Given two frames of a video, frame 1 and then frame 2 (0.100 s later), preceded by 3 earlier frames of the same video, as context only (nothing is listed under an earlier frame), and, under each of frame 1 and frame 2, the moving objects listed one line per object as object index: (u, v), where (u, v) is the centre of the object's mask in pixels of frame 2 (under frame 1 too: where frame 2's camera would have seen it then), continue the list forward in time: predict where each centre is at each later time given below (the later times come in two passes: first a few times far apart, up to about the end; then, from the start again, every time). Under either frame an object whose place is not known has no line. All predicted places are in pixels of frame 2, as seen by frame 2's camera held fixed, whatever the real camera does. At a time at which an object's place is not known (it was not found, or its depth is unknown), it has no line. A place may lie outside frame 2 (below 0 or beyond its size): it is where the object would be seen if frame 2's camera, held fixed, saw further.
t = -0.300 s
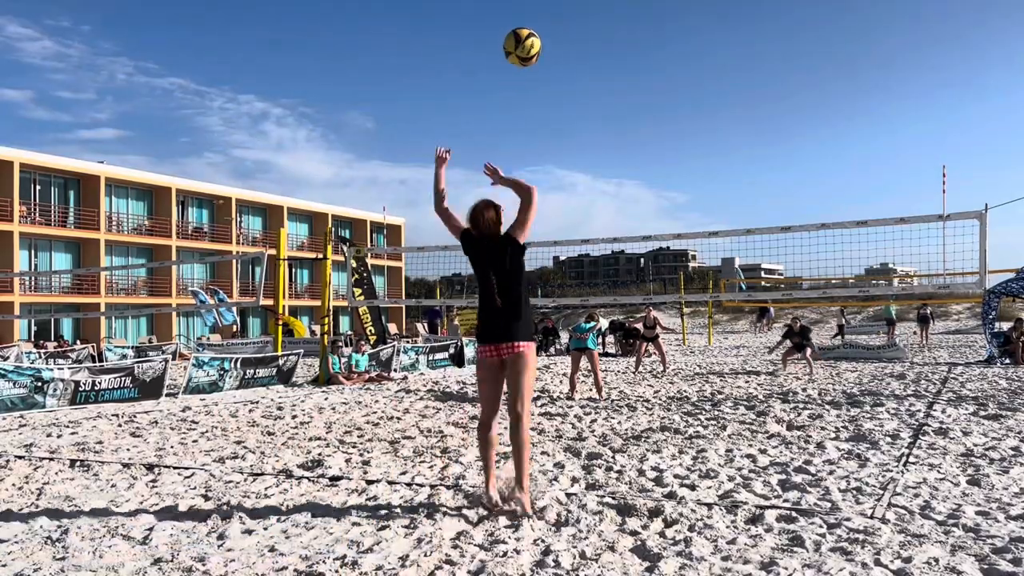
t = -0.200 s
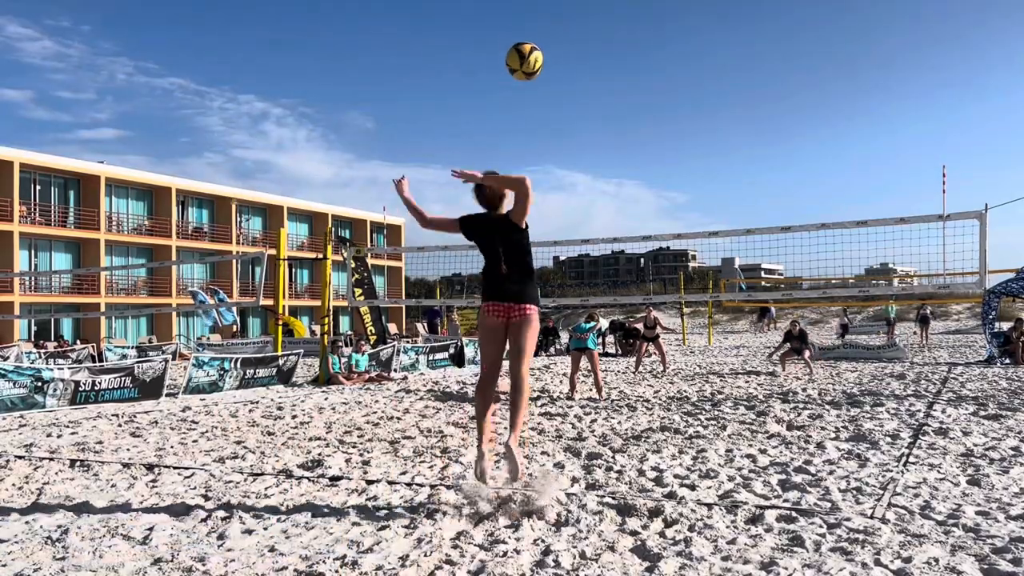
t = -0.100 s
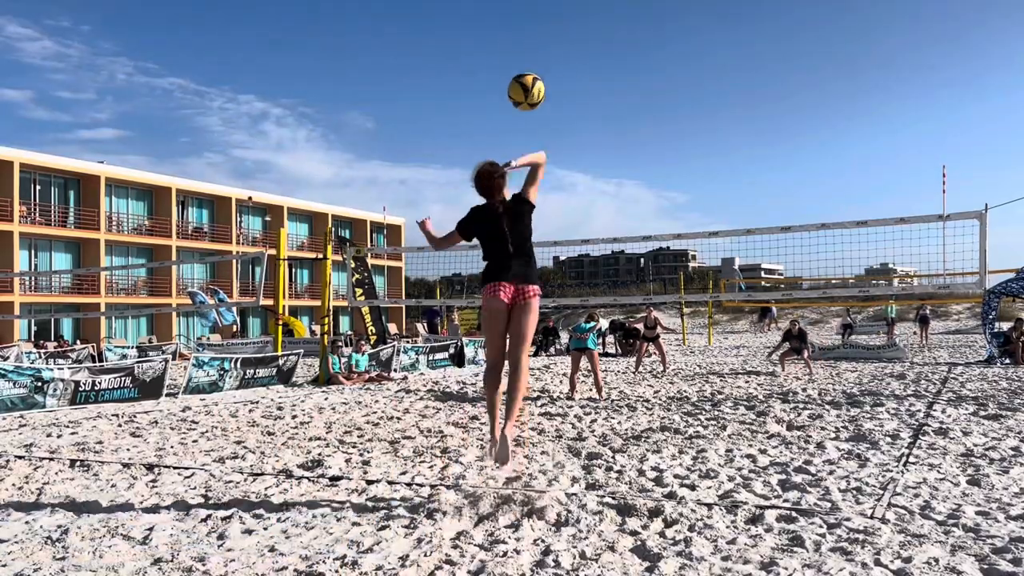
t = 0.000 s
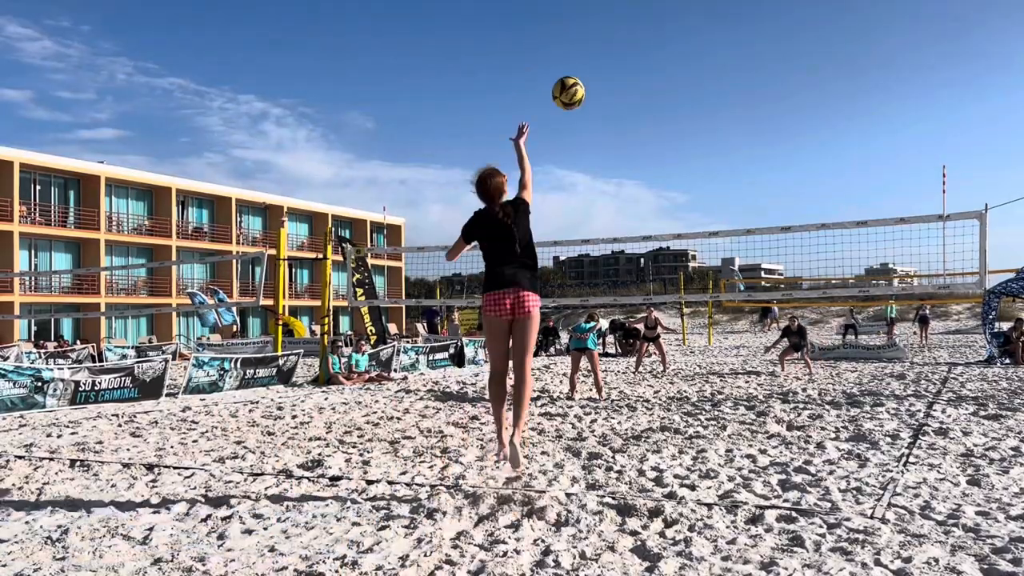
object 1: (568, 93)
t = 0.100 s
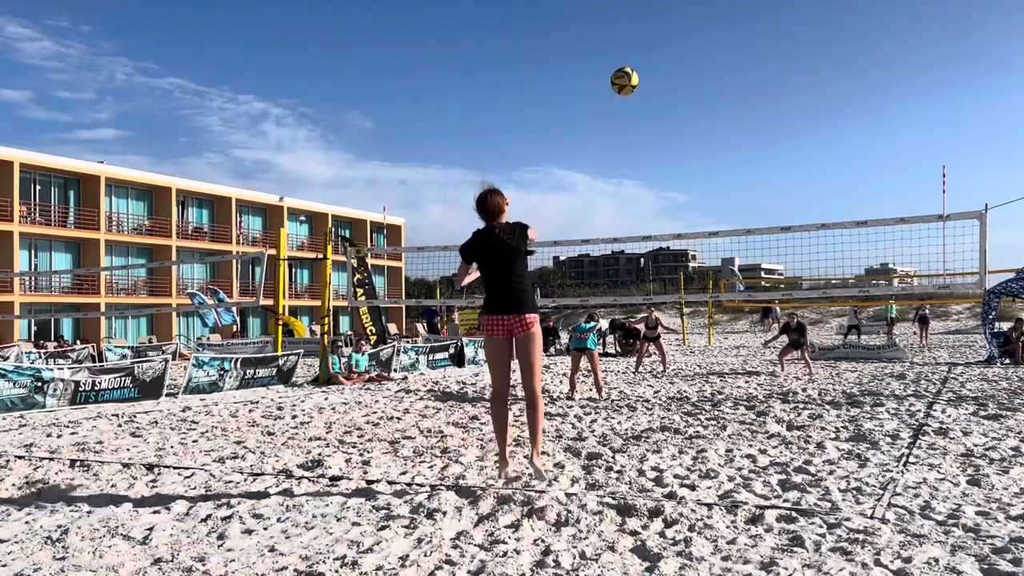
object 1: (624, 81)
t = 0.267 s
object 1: (690, 94)
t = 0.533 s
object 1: (755, 159)
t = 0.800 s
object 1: (801, 245)
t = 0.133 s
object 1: (640, 81)
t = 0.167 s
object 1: (654, 82)
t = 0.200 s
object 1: (668, 85)
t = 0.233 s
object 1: (679, 89)
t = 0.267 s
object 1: (690, 94)
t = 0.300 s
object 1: (700, 100)
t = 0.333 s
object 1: (709, 107)
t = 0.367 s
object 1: (718, 114)
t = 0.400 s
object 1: (726, 122)
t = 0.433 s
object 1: (734, 131)
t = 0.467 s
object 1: (741, 140)
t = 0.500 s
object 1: (748, 149)
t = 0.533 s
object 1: (755, 159)
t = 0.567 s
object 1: (762, 169)
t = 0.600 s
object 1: (768, 179)
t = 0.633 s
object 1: (774, 190)
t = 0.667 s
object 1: (780, 200)
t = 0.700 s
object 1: (785, 211)
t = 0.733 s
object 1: (790, 221)
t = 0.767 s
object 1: (796, 236)
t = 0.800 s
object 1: (801, 245)
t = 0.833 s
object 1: (805, 257)
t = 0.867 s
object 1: (811, 269)
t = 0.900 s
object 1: (815, 280)
